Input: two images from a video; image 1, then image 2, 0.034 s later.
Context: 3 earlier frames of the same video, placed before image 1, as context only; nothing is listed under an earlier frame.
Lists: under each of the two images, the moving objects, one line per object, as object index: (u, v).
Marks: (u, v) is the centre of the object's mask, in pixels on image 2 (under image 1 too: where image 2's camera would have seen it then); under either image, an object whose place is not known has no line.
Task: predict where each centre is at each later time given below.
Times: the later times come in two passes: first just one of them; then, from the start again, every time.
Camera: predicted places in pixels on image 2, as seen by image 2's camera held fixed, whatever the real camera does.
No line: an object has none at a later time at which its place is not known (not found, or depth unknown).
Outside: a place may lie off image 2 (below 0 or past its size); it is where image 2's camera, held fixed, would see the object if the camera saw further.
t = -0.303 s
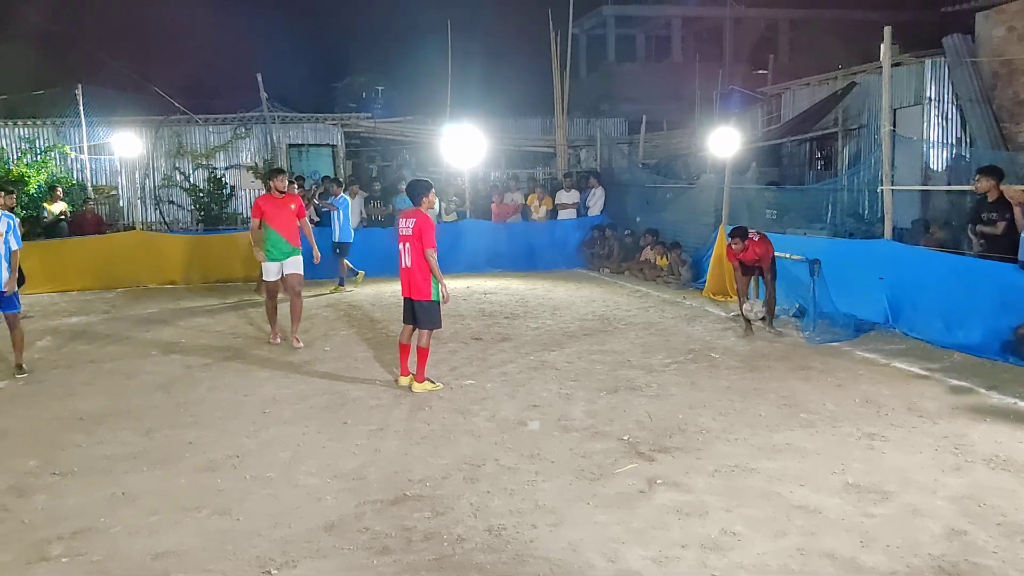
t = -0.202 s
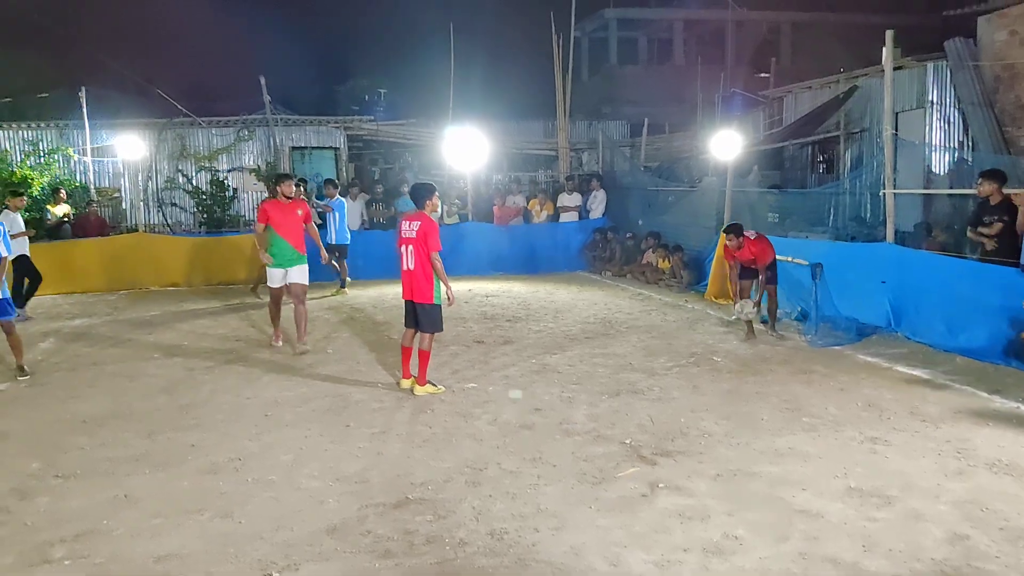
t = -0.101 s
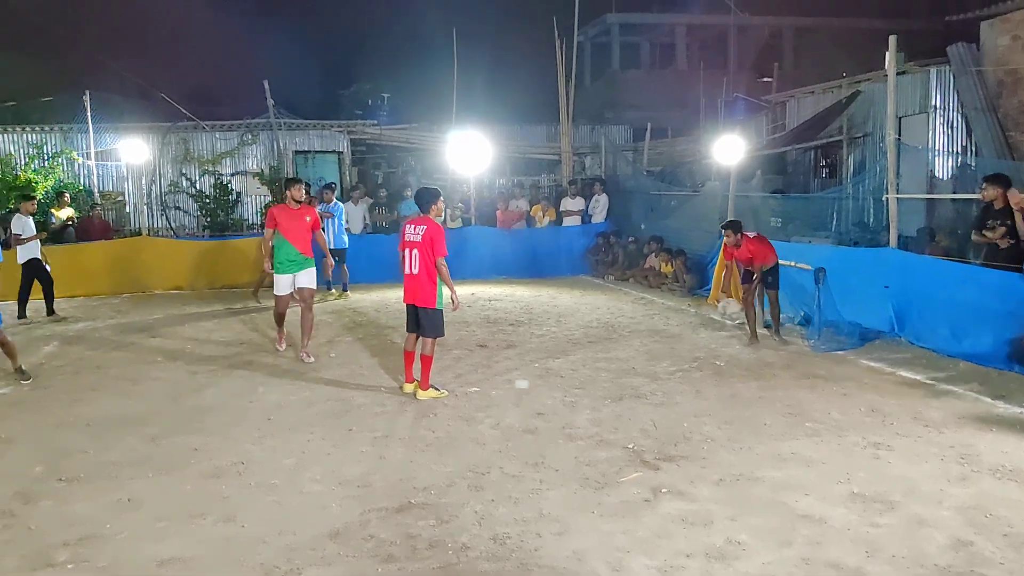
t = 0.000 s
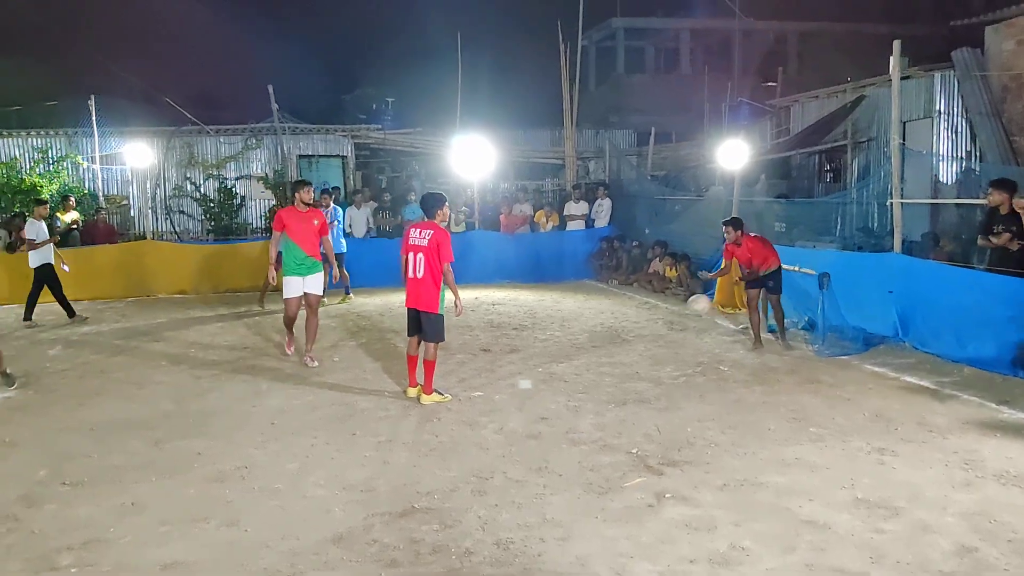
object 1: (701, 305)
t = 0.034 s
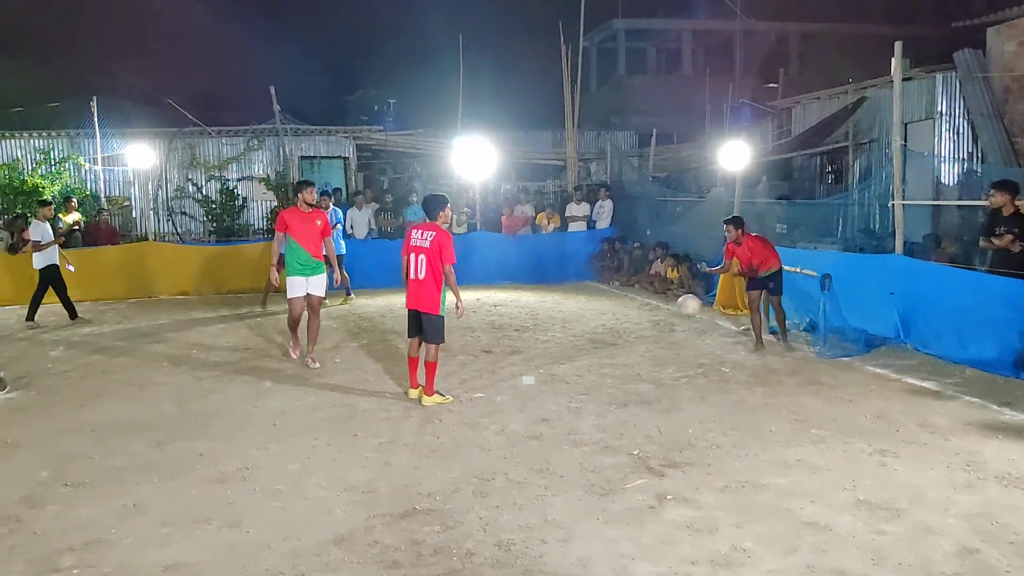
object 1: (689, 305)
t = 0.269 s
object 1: (600, 331)
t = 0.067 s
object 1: (677, 305)
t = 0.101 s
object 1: (665, 306)
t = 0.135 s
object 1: (653, 308)
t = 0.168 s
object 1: (639, 312)
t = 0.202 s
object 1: (626, 317)
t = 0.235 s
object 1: (614, 324)
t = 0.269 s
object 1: (600, 331)
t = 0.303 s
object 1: (587, 339)
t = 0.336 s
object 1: (573, 349)
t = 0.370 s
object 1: (560, 360)
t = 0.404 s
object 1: (544, 373)
